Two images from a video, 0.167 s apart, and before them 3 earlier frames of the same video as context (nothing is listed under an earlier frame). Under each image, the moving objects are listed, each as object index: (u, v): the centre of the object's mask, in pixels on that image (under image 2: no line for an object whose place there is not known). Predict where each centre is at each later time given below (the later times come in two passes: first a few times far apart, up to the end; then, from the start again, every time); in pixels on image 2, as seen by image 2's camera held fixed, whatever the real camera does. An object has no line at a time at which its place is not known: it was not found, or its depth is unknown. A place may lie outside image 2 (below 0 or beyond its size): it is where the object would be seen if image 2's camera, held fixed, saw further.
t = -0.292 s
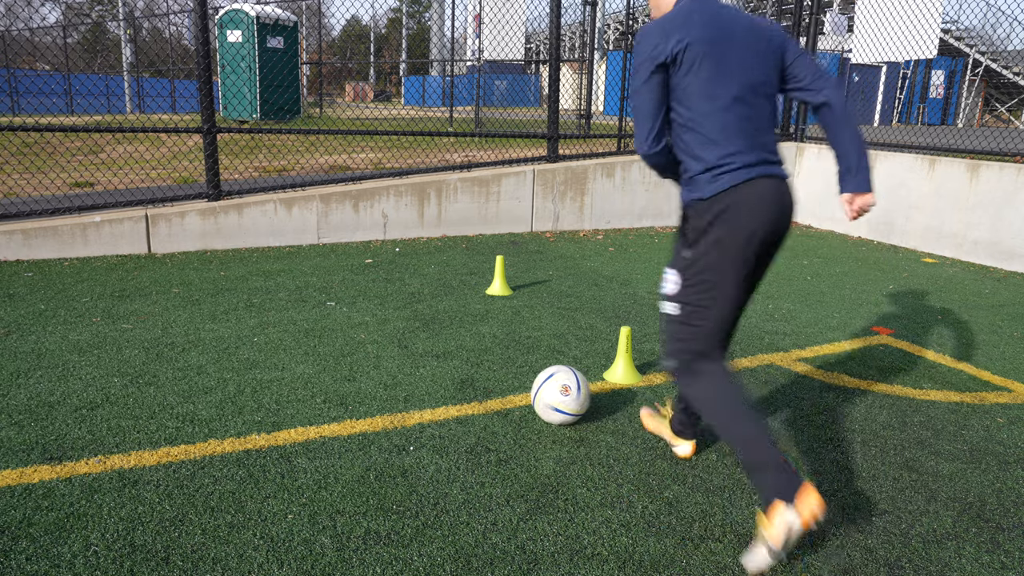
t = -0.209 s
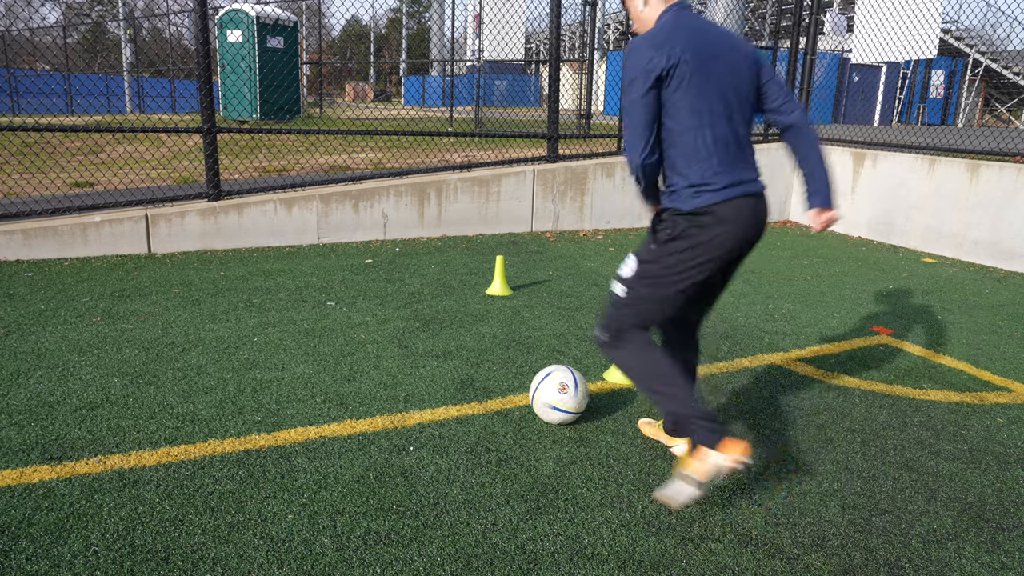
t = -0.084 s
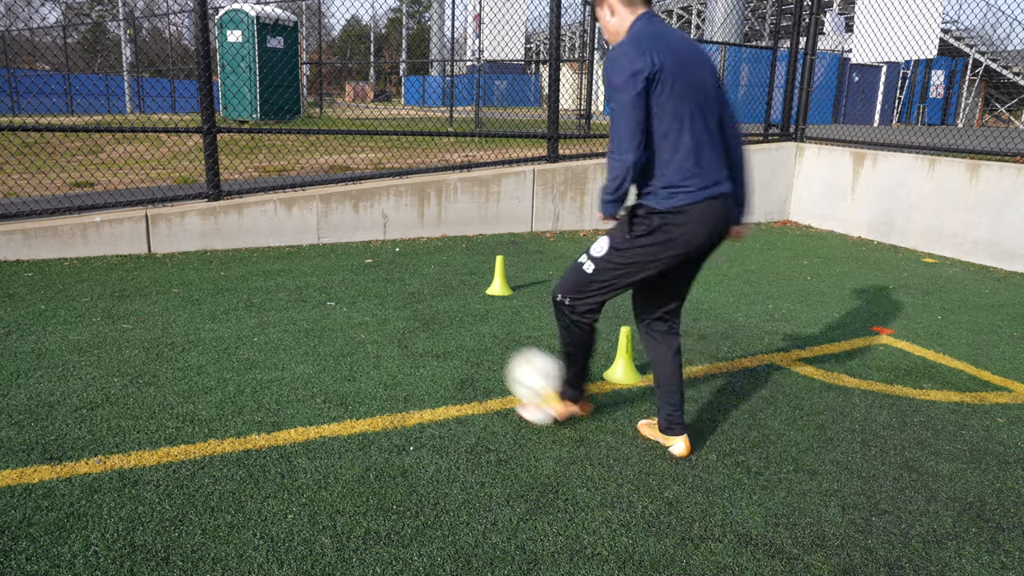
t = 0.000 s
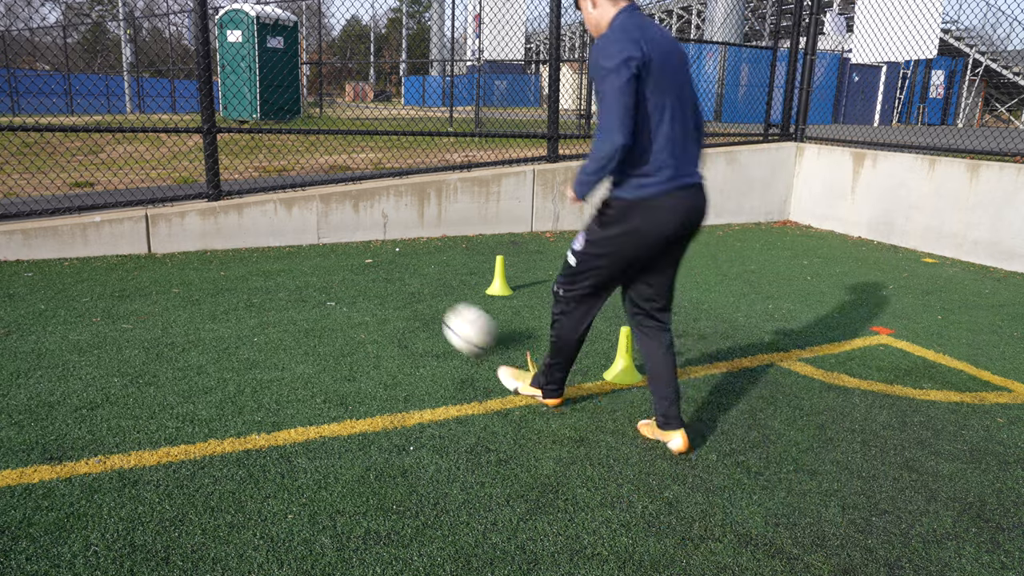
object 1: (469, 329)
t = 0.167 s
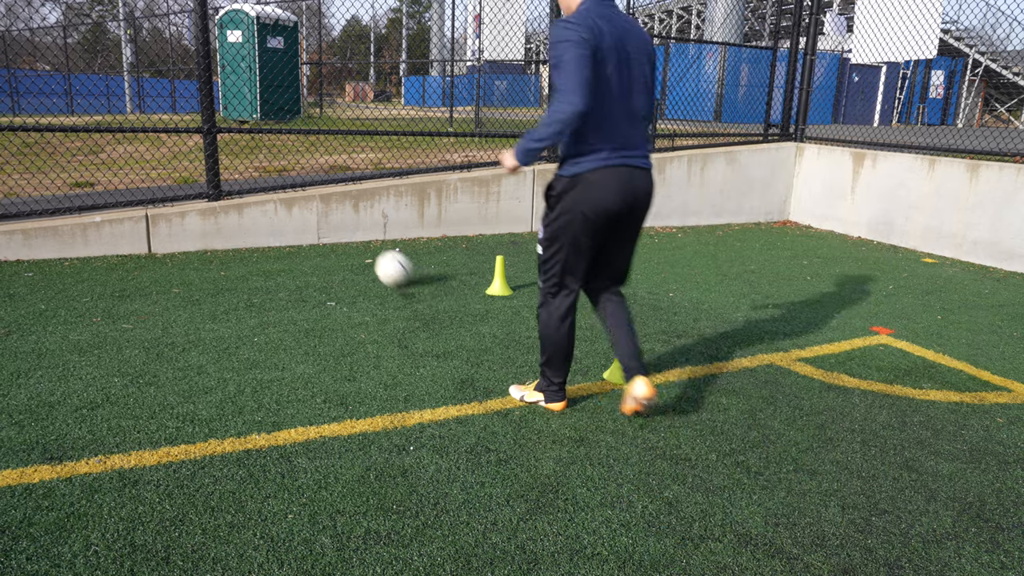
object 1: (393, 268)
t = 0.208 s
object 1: (381, 259)
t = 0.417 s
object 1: (353, 228)
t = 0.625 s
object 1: (378, 272)
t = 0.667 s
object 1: (383, 270)
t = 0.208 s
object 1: (381, 259)
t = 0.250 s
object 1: (370, 252)
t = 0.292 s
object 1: (362, 241)
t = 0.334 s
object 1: (354, 232)
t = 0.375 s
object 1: (349, 227)
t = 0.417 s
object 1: (353, 228)
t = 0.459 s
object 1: (357, 232)
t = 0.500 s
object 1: (362, 239)
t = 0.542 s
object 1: (366, 248)
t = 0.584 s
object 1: (372, 261)
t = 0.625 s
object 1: (378, 272)
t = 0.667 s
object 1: (383, 270)
